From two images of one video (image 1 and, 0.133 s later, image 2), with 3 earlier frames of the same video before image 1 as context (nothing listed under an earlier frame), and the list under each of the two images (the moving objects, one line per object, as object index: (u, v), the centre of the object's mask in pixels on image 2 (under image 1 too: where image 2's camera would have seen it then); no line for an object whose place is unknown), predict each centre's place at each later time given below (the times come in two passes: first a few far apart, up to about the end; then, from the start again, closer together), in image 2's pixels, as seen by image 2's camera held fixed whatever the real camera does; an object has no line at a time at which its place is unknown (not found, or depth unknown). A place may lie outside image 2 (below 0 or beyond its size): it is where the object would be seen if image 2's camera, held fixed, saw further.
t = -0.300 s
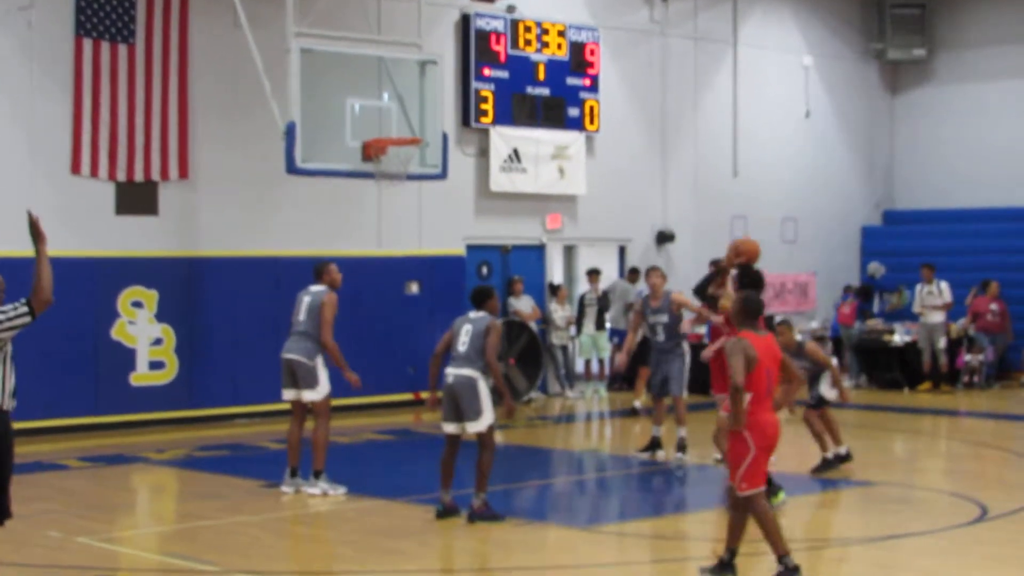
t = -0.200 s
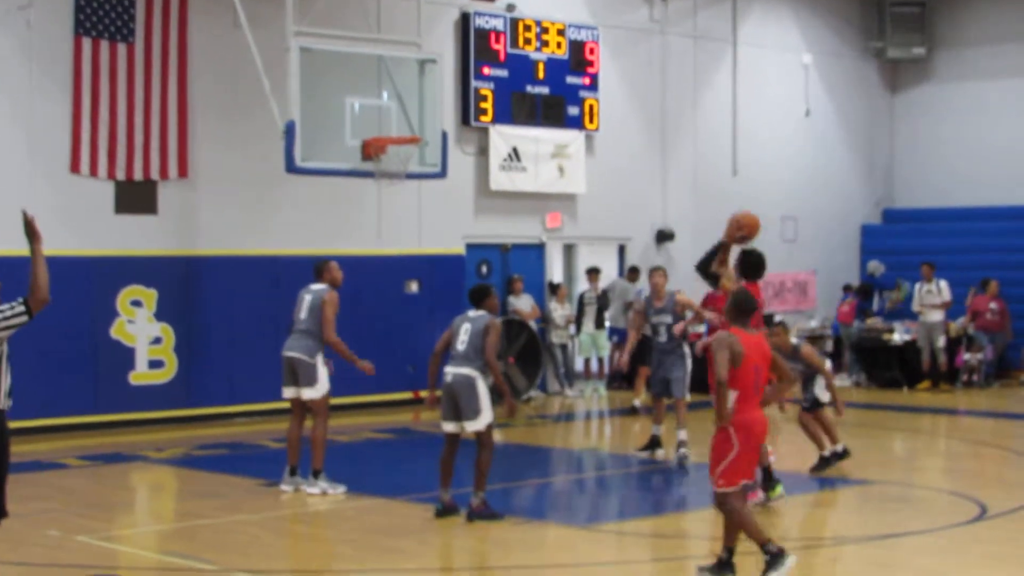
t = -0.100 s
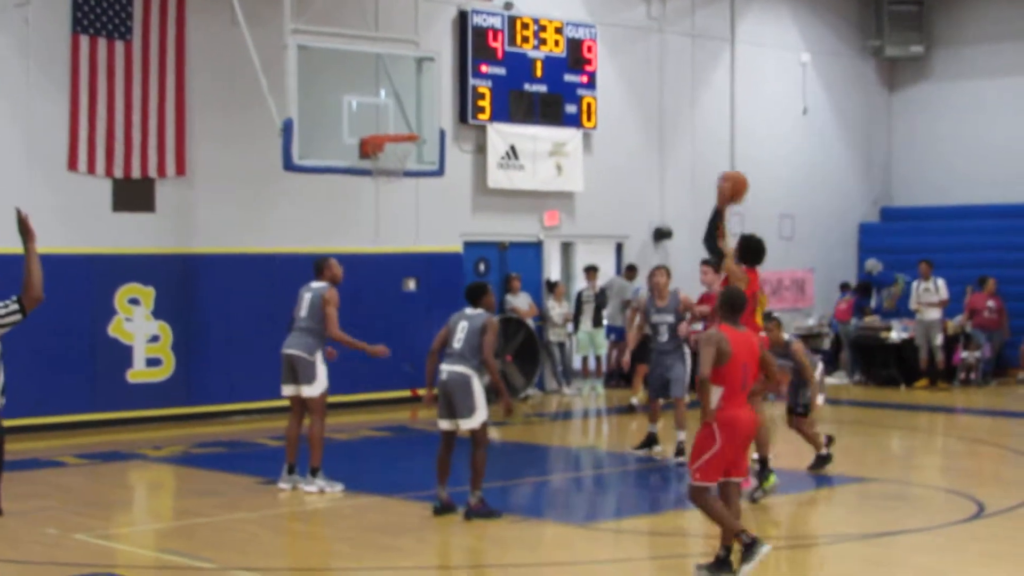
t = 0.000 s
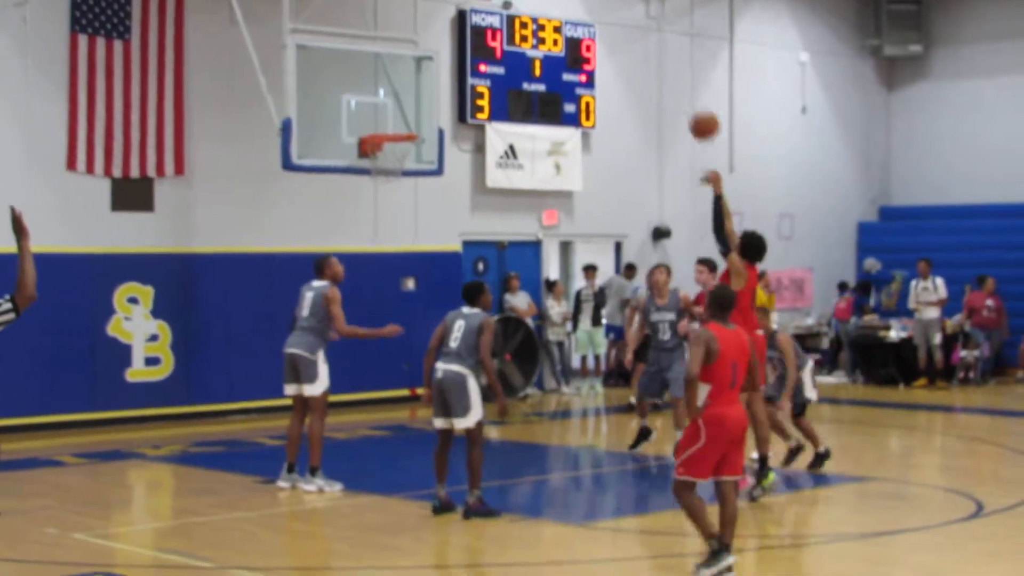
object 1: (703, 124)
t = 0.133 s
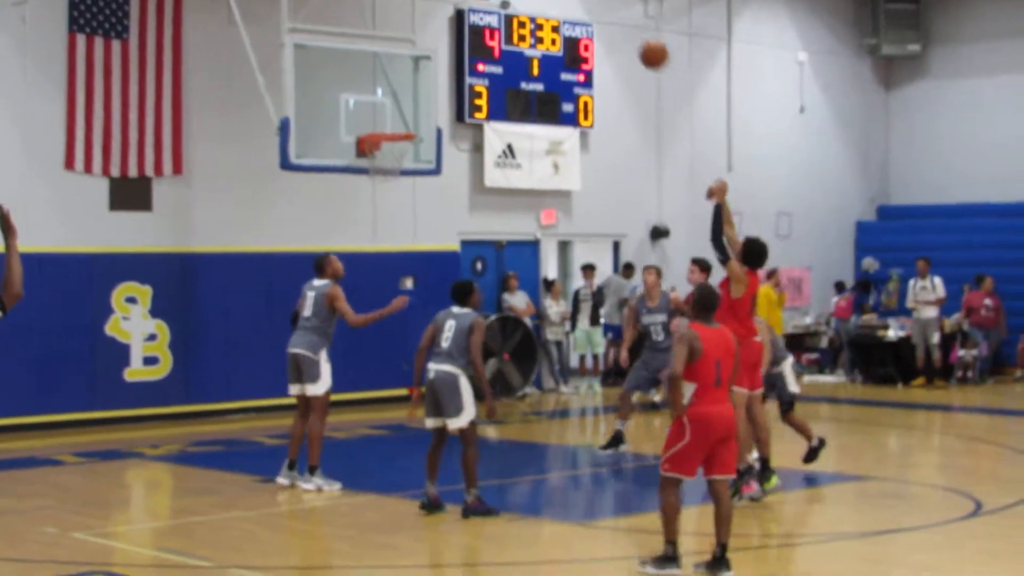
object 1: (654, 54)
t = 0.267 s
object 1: (608, 12)
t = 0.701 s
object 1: (478, 14)
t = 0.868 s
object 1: (433, 58)
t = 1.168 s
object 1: (378, 194)
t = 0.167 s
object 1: (642, 41)
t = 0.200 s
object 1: (630, 28)
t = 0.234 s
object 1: (619, 18)
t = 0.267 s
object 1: (608, 12)
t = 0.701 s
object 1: (478, 14)
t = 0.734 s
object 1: (468, 19)
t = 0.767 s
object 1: (460, 24)
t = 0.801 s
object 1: (451, 34)
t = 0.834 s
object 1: (442, 45)
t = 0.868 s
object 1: (433, 58)
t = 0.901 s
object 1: (424, 70)
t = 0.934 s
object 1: (416, 85)
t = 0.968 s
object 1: (407, 101)
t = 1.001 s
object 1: (400, 117)
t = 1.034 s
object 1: (392, 132)
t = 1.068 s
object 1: (388, 149)
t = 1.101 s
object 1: (384, 162)
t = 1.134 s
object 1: (381, 177)
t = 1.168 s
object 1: (378, 194)
